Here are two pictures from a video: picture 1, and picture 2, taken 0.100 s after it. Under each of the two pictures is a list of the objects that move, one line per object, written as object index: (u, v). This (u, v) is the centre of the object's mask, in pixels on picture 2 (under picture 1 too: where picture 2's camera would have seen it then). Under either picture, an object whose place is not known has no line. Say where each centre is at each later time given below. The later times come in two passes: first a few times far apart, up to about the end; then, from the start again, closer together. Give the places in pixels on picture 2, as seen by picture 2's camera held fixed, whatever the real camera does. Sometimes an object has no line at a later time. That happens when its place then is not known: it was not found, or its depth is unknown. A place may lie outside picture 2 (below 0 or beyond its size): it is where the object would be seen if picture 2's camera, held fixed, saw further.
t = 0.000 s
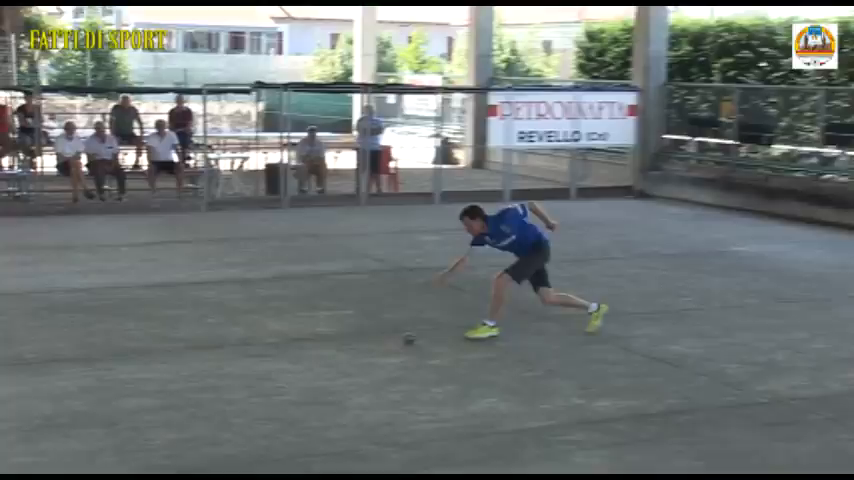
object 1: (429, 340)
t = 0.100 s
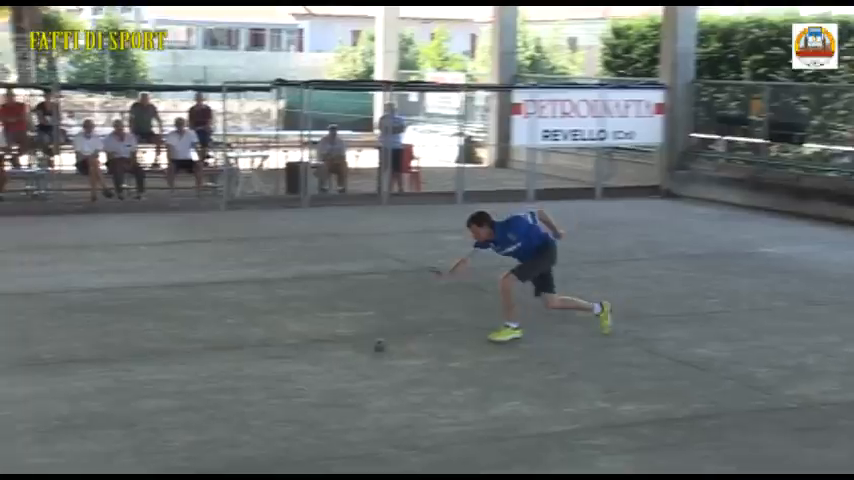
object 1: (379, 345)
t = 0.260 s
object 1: (303, 352)
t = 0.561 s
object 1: (184, 358)
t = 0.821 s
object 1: (83, 367)
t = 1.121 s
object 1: (-39, 376)
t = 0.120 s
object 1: (369, 346)
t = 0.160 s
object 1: (350, 349)
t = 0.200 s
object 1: (331, 351)
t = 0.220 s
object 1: (322, 351)
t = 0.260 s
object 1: (303, 352)
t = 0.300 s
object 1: (287, 353)
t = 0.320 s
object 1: (278, 354)
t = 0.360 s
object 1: (261, 355)
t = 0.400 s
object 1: (246, 355)
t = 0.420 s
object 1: (238, 356)
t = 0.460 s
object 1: (222, 357)
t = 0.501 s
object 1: (207, 357)
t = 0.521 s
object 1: (199, 357)
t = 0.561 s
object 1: (184, 358)
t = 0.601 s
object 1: (169, 360)
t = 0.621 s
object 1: (161, 361)
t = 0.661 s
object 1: (145, 362)
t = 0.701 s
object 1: (130, 363)
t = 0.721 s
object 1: (122, 364)
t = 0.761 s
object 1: (106, 365)
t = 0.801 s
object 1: (92, 365)
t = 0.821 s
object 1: (83, 367)
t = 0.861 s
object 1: (66, 368)
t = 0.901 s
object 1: (51, 369)
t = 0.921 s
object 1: (42, 370)
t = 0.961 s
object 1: (26, 371)
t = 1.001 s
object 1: (10, 372)
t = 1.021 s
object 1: (2, 373)
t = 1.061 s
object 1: (-14, 374)
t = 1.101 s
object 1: (-31, 375)
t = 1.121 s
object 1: (-39, 376)
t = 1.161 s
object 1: (-55, 377)
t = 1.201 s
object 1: (-73, 378)
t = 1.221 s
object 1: (-81, 378)
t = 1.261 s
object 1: (-97, 380)
